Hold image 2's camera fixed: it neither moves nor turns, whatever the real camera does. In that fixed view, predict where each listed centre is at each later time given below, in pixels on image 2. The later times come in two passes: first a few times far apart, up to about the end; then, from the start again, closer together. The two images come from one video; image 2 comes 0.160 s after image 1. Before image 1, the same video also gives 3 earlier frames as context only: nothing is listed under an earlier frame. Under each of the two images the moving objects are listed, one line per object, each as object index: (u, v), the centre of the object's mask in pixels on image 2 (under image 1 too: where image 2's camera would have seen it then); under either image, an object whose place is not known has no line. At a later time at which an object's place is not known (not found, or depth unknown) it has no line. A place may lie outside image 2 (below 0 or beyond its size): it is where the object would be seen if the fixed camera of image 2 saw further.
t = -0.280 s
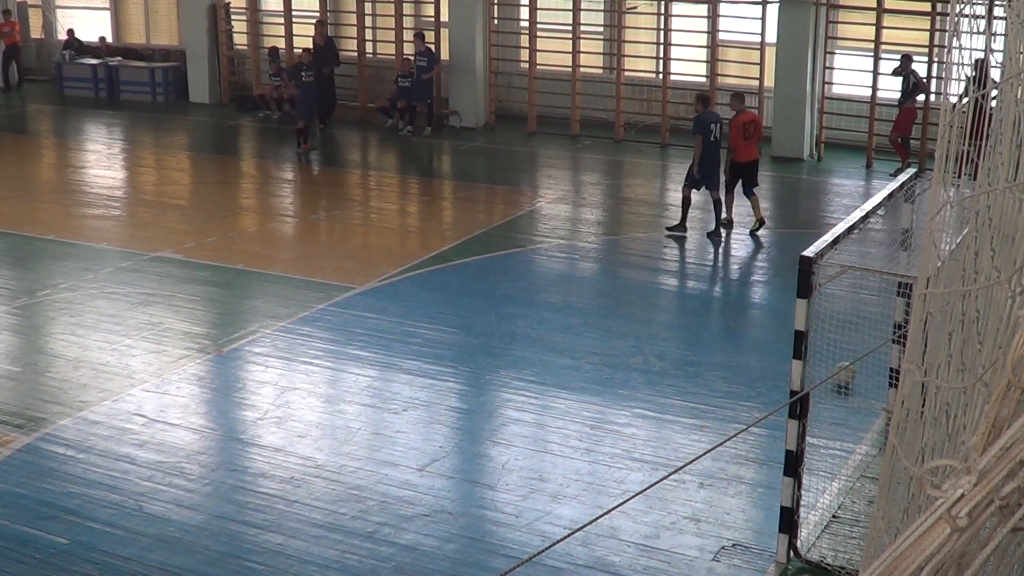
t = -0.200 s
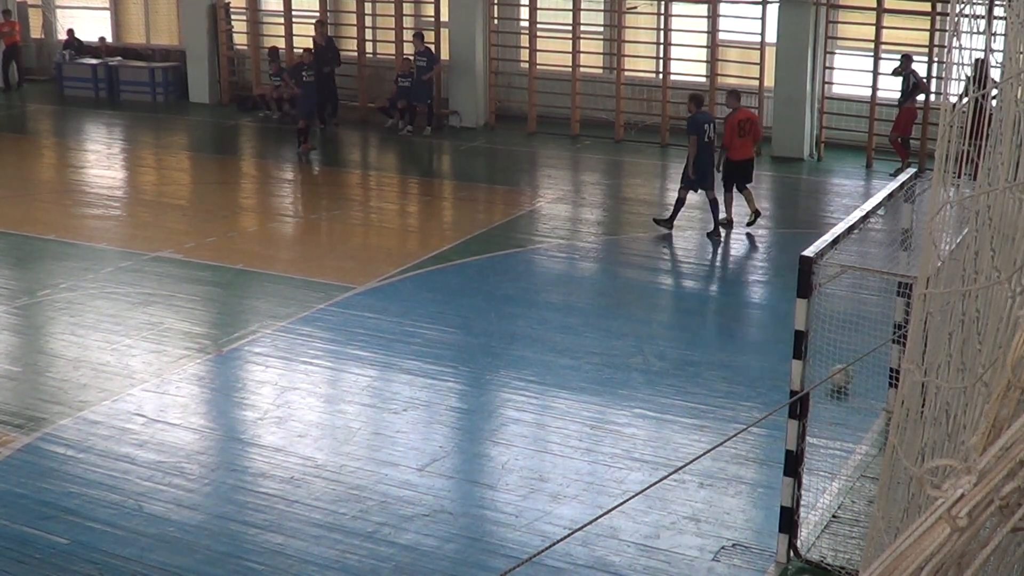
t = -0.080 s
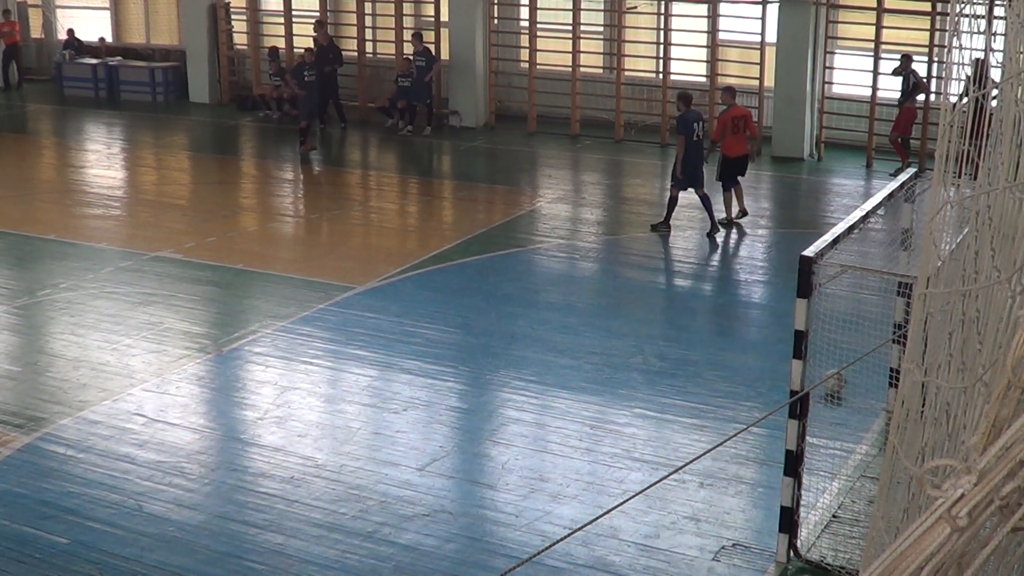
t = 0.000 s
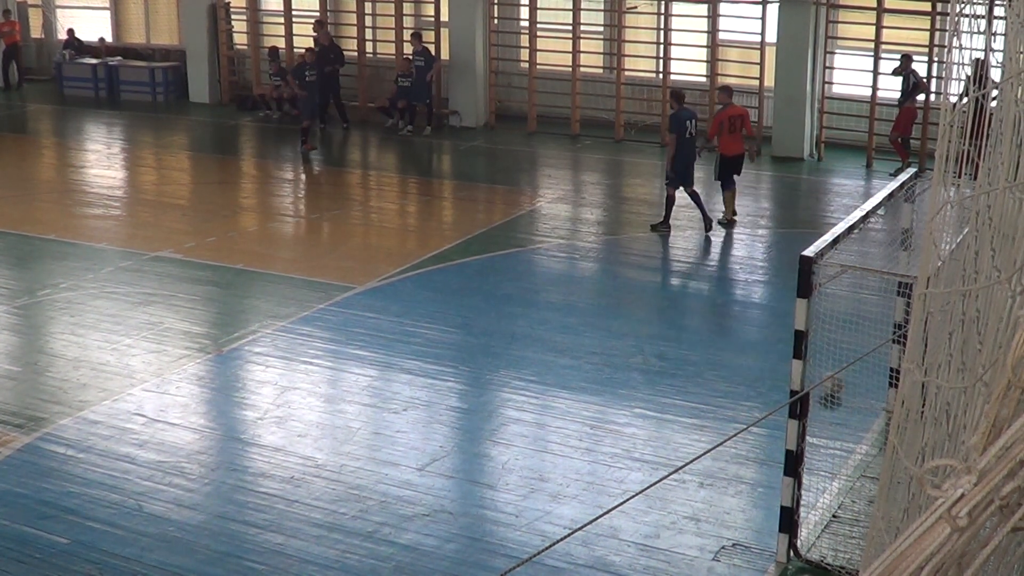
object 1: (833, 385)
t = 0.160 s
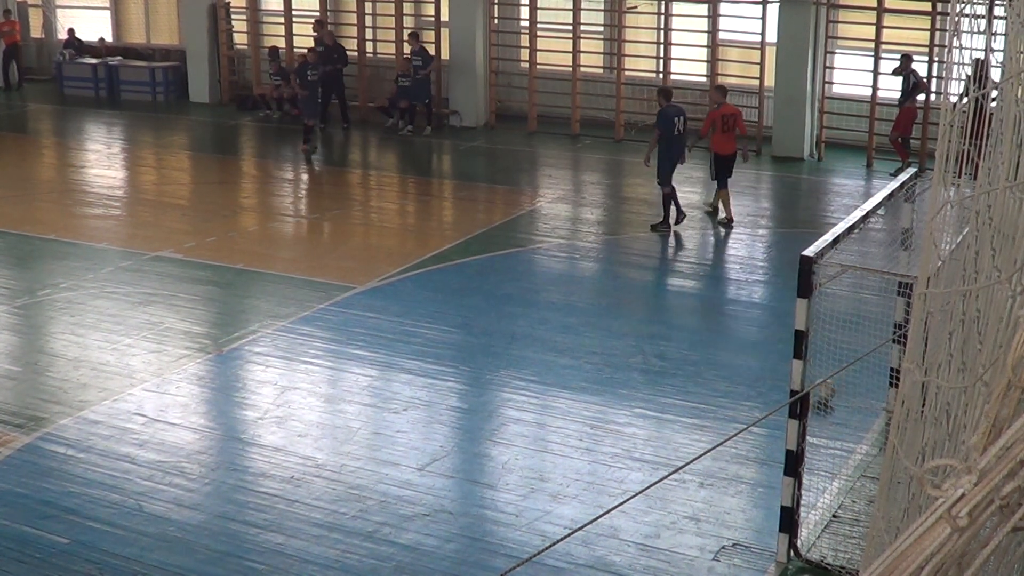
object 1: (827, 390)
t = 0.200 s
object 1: (825, 392)
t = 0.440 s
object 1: (816, 402)
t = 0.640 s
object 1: (812, 411)
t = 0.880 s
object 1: (785, 419)
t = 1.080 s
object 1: (779, 429)
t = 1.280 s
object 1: (772, 437)
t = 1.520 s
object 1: (761, 449)
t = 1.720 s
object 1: (752, 458)
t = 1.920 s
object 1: (743, 467)
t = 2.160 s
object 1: (732, 478)
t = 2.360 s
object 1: (723, 488)
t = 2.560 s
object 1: (714, 497)
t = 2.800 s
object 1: (703, 509)
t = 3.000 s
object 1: (694, 519)
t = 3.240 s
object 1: (683, 531)
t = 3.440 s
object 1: (674, 541)
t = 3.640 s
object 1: (665, 552)
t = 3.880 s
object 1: (655, 562)
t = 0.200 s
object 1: (825, 392)
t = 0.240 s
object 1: (821, 394)
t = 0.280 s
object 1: (820, 396)
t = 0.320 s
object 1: (819, 397)
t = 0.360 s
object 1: (818, 400)
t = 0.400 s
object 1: (816, 401)
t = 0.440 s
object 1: (816, 402)
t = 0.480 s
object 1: (815, 403)
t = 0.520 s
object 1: (814, 404)
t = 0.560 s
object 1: (813, 407)
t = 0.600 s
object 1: (812, 410)
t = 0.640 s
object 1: (812, 411)
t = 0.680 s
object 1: (810, 413)
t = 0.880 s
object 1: (785, 419)
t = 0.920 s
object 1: (783, 421)
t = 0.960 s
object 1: (782, 423)
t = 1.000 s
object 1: (781, 425)
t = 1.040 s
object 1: (780, 427)
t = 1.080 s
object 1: (779, 429)
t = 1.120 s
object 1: (778, 430)
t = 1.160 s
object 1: (777, 432)
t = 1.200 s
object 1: (776, 434)
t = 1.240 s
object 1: (774, 436)
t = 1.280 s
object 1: (772, 437)
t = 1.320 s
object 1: (771, 439)
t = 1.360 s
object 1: (769, 441)
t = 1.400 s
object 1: (767, 443)
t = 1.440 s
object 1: (765, 445)
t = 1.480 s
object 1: (763, 447)
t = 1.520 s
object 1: (761, 449)
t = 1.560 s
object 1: (760, 451)
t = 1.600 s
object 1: (758, 453)
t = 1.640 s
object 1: (756, 454)
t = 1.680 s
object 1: (754, 457)
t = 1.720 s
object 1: (752, 458)
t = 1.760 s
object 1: (751, 460)
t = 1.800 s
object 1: (749, 461)
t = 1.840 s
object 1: (747, 464)
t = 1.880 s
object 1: (745, 466)
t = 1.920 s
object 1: (743, 467)
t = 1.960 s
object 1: (741, 469)
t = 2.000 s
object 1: (739, 471)
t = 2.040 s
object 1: (738, 473)
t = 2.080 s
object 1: (736, 474)
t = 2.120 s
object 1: (734, 476)
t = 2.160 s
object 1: (732, 478)
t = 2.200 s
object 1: (730, 480)
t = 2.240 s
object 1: (729, 482)
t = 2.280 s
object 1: (727, 484)
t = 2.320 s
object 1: (725, 486)
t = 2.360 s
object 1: (723, 488)
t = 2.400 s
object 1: (721, 490)
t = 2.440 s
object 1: (719, 491)
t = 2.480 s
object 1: (718, 494)
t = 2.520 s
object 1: (716, 495)
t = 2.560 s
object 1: (714, 497)
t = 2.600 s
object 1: (712, 499)
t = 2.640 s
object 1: (710, 501)
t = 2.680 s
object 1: (708, 504)
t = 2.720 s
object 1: (706, 505)
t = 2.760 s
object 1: (704, 507)
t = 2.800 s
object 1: (703, 509)
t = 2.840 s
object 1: (701, 511)
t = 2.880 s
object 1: (699, 513)
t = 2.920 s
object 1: (697, 515)
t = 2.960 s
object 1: (696, 516)
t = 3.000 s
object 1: (694, 519)
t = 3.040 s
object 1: (692, 521)
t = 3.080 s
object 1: (690, 523)
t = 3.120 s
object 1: (688, 525)
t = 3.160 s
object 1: (687, 527)
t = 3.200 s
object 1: (685, 529)
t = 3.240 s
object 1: (683, 531)
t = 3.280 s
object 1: (681, 533)
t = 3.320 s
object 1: (679, 535)
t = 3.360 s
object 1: (677, 537)
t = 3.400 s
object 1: (676, 539)
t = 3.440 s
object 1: (674, 541)
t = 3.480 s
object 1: (672, 543)
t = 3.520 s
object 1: (671, 546)
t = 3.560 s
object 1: (669, 548)
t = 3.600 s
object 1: (667, 550)
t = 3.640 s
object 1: (665, 552)
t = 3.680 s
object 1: (664, 554)
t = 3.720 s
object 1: (662, 556)
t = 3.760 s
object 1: (660, 558)
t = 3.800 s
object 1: (658, 560)
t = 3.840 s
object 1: (657, 561)
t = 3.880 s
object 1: (655, 562)
